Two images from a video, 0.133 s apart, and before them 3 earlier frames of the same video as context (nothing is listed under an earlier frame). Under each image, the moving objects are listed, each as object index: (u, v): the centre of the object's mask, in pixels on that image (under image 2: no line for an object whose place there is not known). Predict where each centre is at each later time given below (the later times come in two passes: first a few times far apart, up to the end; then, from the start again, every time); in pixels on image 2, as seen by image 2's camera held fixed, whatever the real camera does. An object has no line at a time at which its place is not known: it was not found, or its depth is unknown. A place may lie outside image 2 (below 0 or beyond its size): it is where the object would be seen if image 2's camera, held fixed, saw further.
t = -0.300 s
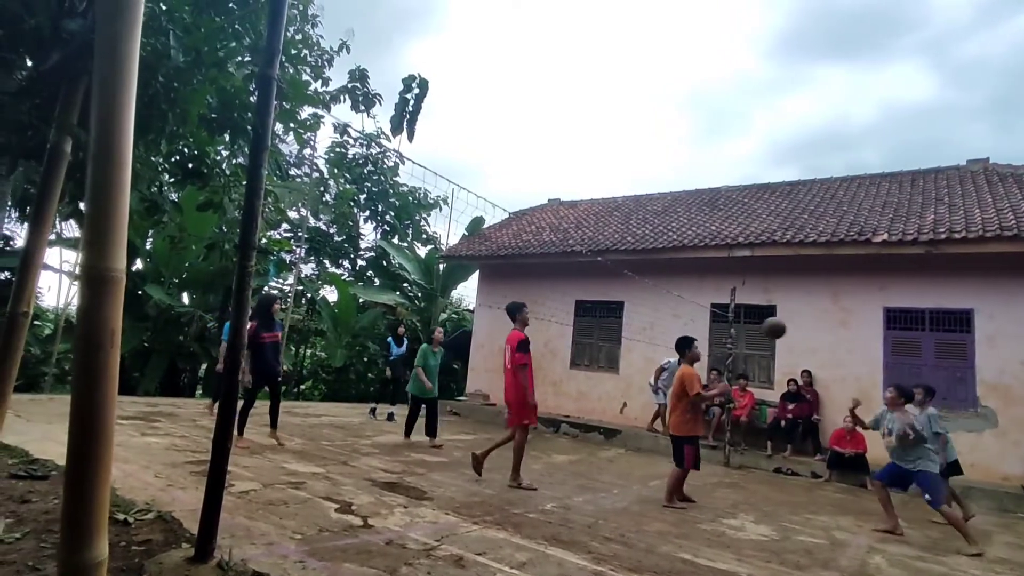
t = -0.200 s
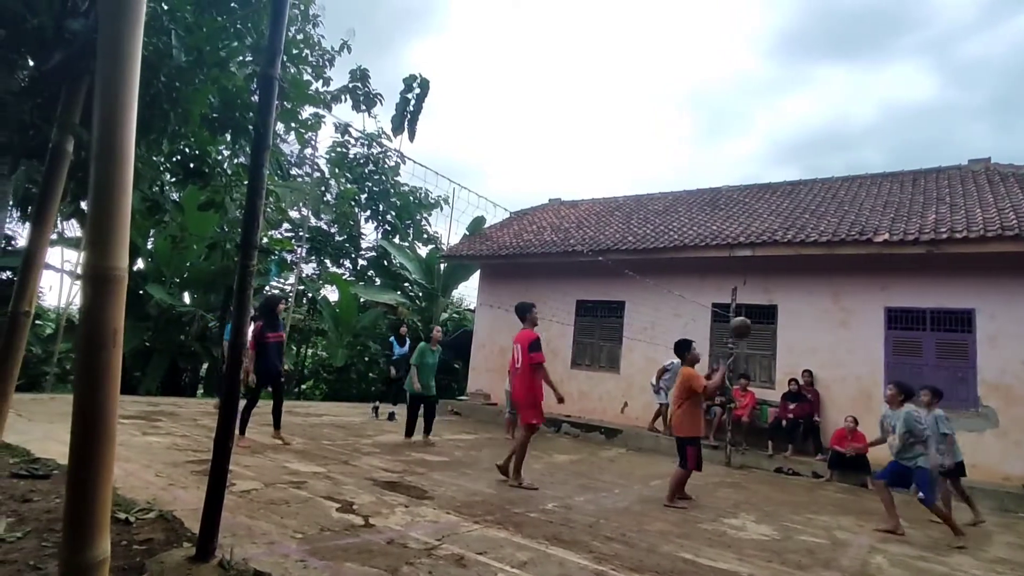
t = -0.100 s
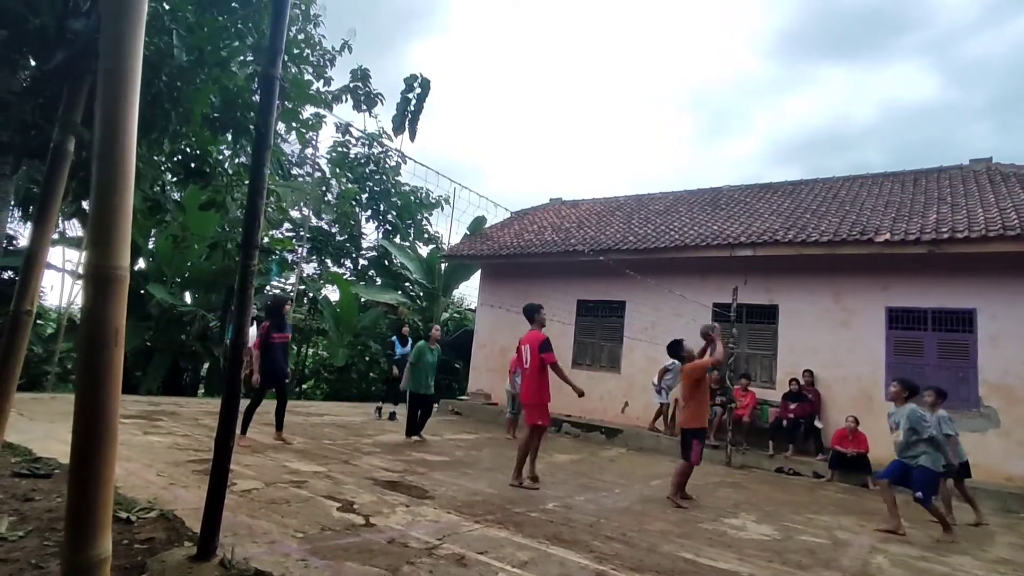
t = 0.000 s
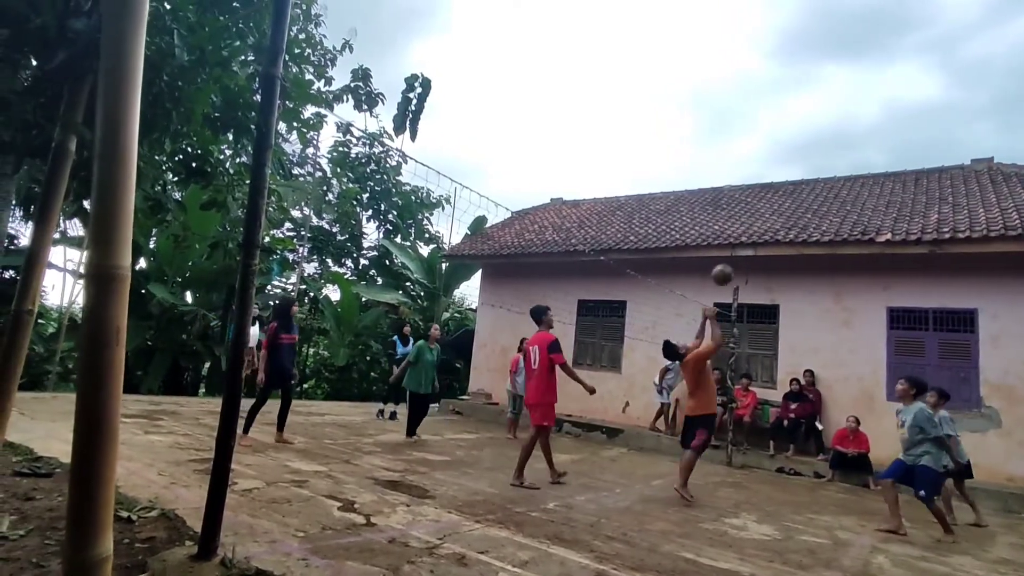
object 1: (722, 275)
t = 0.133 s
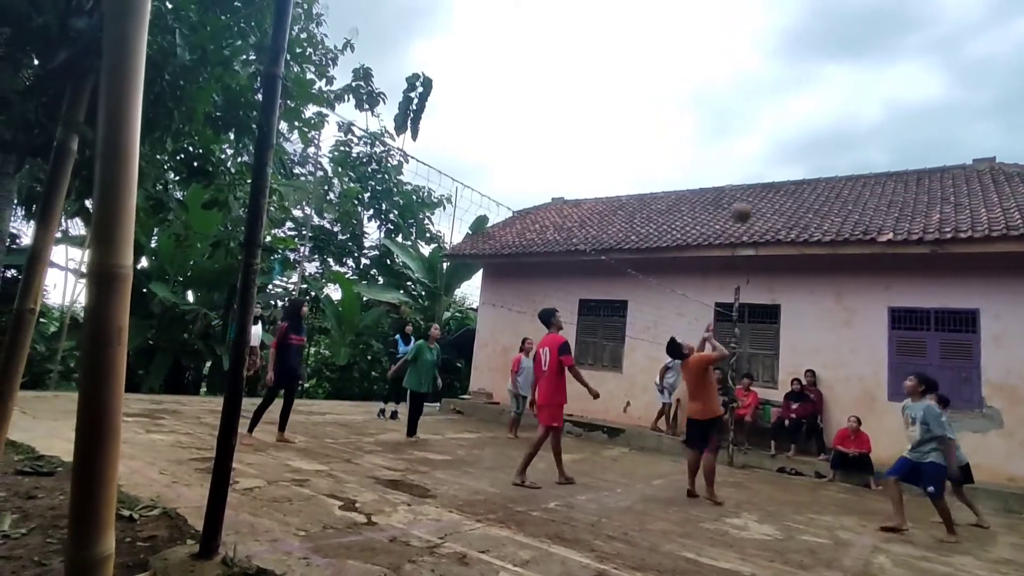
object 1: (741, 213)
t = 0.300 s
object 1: (761, 160)
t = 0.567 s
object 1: (789, 130)
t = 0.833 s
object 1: (815, 160)
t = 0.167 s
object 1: (746, 200)
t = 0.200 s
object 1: (750, 188)
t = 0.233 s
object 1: (753, 178)
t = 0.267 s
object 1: (757, 169)
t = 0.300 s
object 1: (761, 160)
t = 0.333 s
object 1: (765, 153)
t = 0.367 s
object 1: (768, 147)
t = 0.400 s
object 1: (772, 142)
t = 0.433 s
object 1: (776, 137)
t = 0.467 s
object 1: (779, 134)
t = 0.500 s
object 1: (783, 132)
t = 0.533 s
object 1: (786, 130)
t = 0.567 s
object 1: (789, 130)
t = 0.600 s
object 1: (793, 130)
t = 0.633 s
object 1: (796, 132)
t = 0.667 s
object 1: (799, 134)
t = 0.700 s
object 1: (803, 137)
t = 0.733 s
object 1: (806, 142)
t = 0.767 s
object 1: (809, 147)
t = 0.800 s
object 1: (812, 153)
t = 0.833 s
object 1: (815, 160)
